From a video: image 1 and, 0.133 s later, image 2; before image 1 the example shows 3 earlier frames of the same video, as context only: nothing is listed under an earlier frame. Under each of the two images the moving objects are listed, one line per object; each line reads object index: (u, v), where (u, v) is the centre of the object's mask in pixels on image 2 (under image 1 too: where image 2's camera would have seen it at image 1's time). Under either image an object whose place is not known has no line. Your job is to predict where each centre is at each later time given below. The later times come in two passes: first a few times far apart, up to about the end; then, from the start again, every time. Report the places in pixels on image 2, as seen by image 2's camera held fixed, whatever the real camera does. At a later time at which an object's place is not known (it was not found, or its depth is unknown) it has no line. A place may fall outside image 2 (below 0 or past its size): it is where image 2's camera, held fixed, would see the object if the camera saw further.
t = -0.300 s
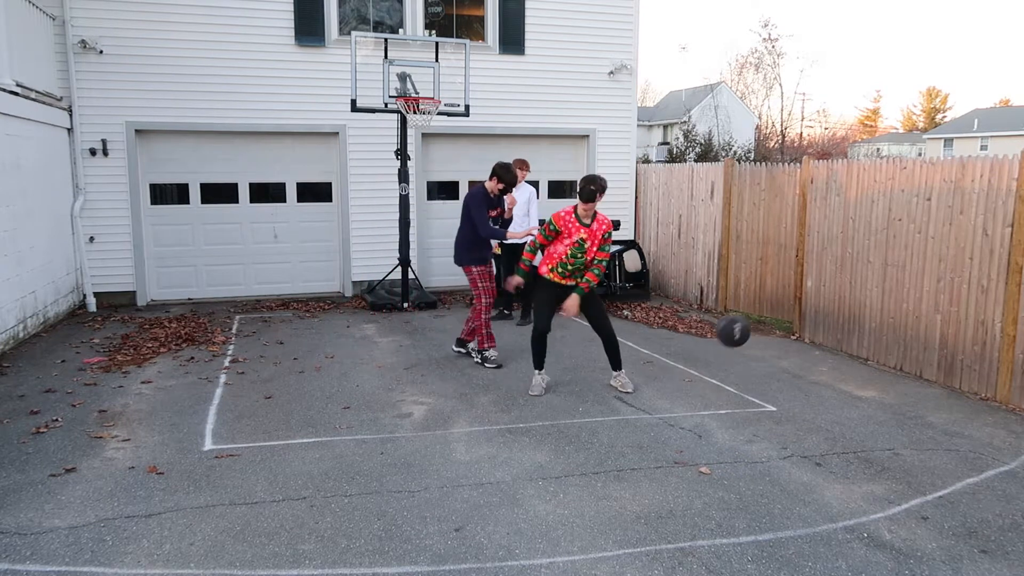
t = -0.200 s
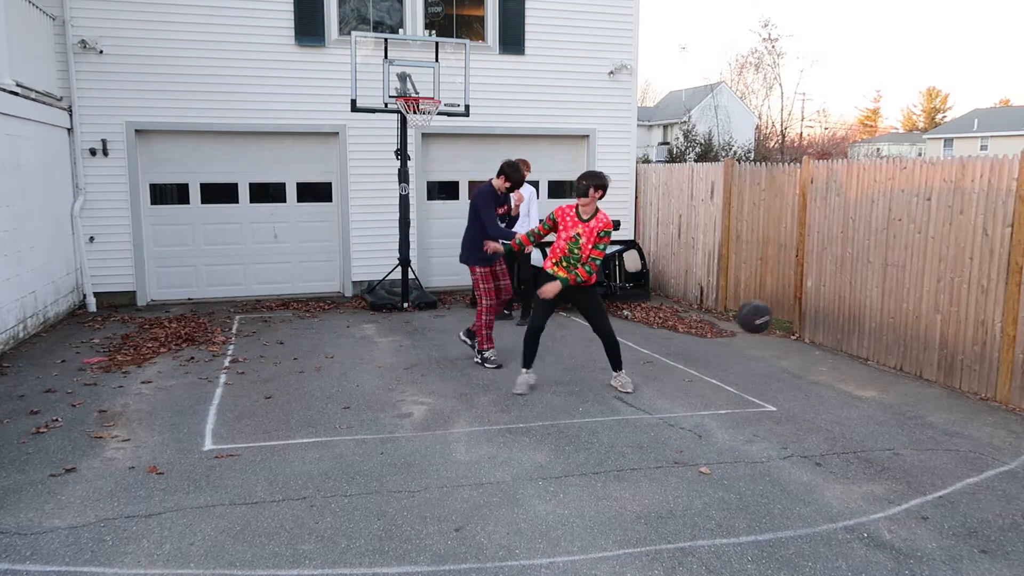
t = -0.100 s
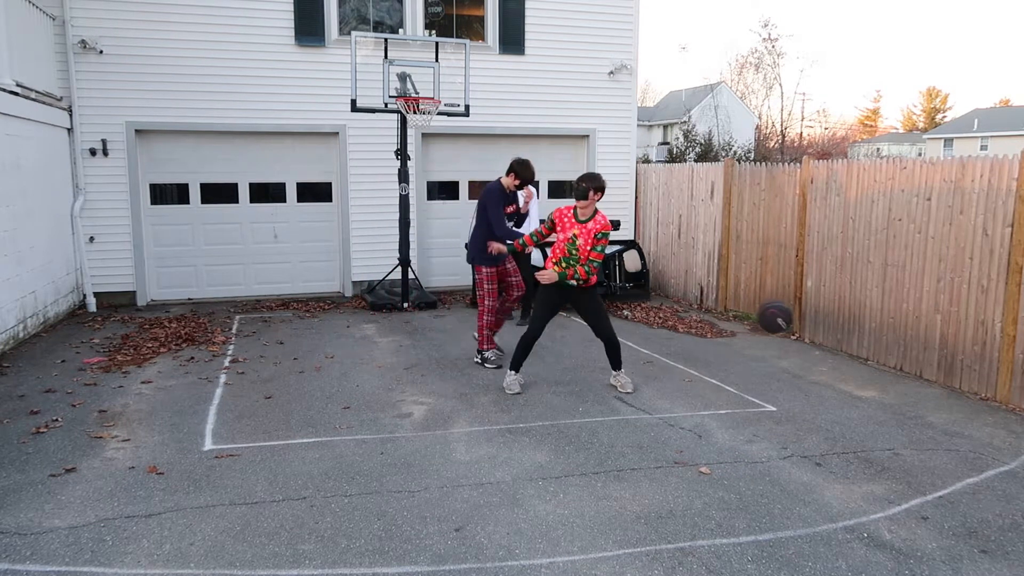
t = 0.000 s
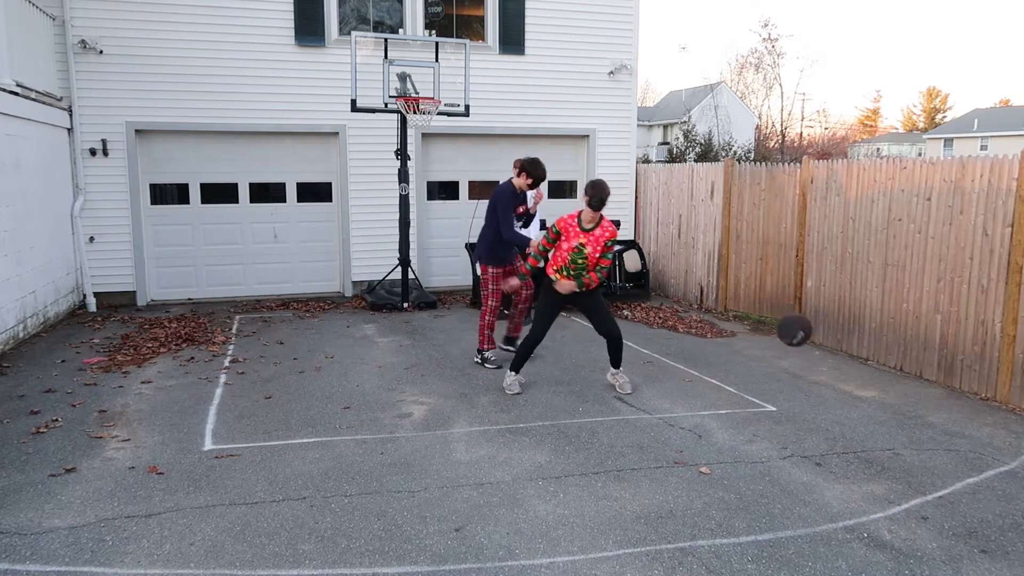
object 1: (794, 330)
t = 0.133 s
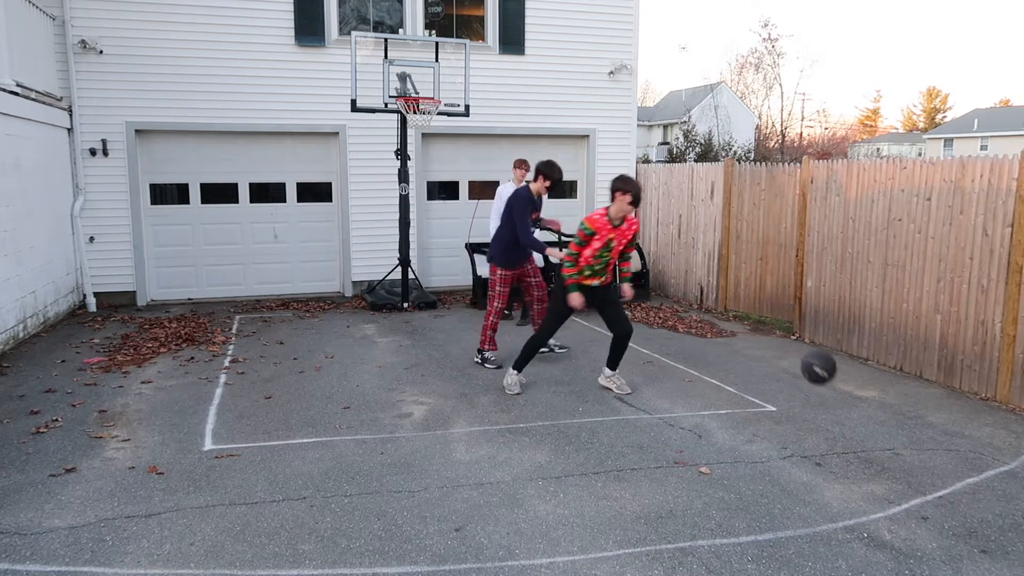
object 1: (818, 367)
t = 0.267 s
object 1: (847, 372)
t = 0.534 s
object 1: (909, 351)
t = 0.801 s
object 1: (963, 373)
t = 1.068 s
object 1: (980, 359)
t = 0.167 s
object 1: (824, 380)
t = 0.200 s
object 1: (831, 391)
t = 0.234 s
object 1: (839, 381)
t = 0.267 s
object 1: (847, 372)
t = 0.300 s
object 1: (856, 365)
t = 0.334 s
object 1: (863, 358)
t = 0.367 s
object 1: (872, 353)
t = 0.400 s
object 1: (880, 350)
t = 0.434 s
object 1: (887, 348)
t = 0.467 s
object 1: (895, 348)
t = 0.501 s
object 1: (902, 349)
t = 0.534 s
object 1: (909, 351)
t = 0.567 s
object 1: (916, 355)
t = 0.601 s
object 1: (923, 360)
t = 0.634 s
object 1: (930, 367)
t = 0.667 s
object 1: (937, 375)
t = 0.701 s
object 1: (943, 384)
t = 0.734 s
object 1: (950, 390)
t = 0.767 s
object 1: (956, 381)
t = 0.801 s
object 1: (963, 373)
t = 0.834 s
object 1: (970, 367)
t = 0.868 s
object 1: (976, 363)
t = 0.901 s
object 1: (983, 360)
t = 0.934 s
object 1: (988, 358)
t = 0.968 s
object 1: (992, 358)
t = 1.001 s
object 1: (988, 357)
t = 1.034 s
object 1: (984, 357)
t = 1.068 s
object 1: (980, 359)
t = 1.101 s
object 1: (975, 362)
